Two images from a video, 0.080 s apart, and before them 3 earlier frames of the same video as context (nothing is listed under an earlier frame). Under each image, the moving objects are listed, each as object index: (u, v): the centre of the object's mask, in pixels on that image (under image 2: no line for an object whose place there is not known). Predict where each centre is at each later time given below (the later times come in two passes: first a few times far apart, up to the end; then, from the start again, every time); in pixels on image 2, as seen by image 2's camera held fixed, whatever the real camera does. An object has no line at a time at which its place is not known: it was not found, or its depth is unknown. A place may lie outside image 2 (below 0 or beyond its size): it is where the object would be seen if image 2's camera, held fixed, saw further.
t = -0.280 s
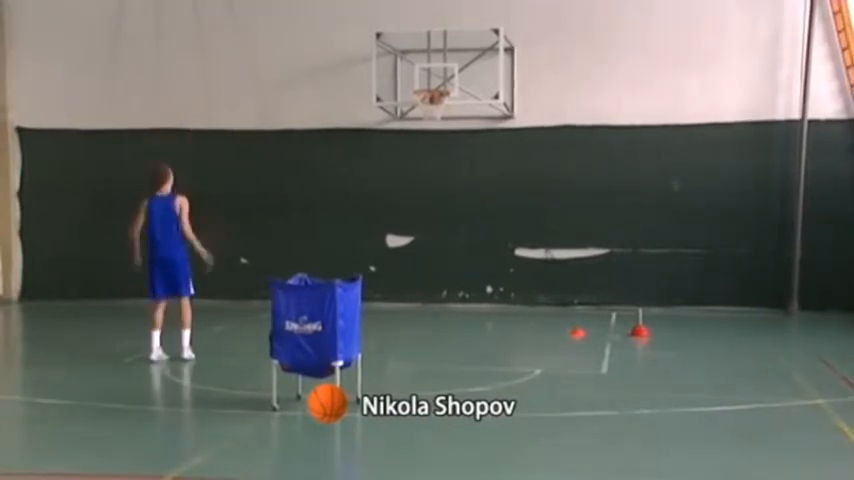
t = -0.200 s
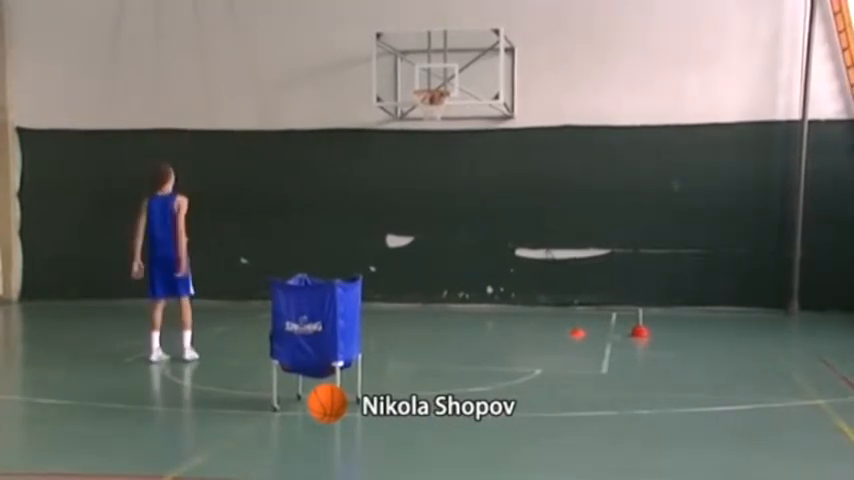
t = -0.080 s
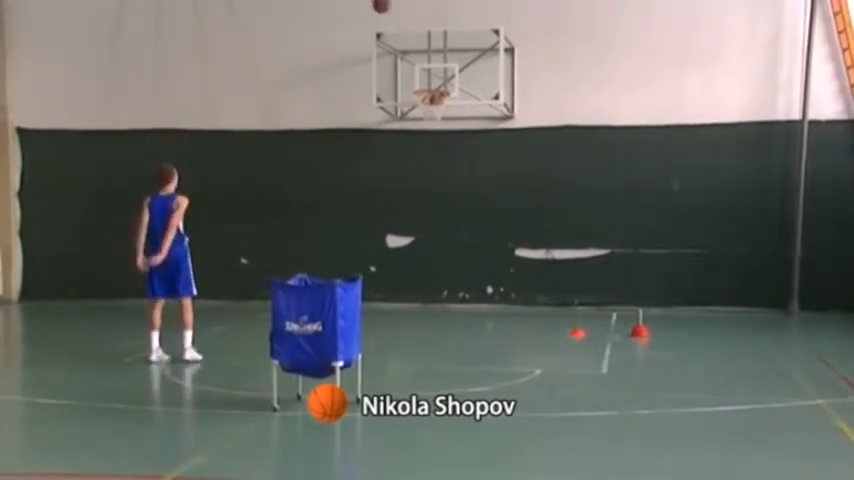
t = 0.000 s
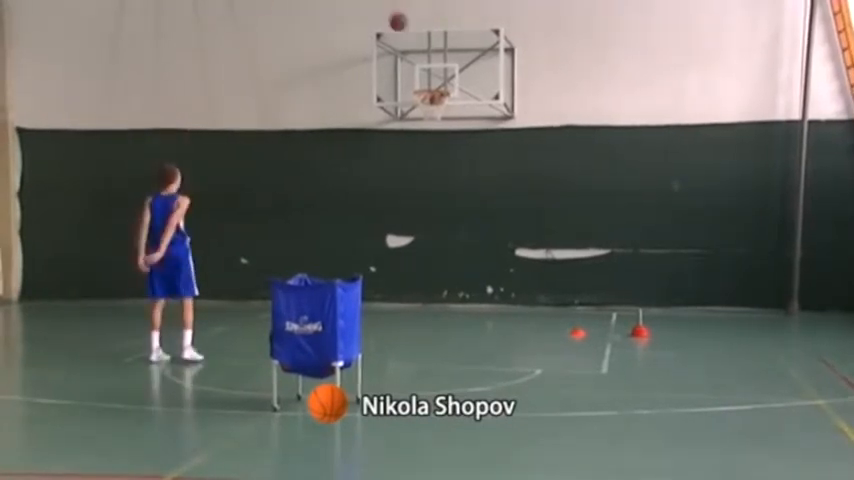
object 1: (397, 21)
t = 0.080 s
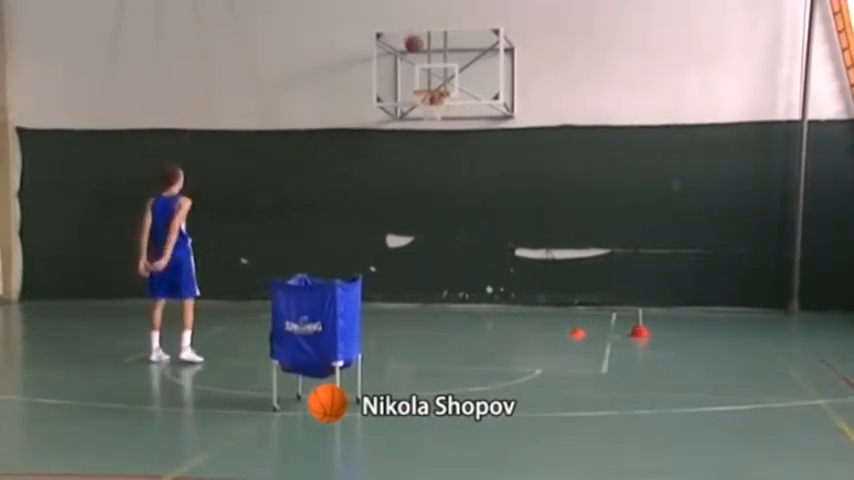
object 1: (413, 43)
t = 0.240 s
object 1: (433, 81)
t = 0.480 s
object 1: (404, 33)
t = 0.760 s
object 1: (365, 30)
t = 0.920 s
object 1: (340, 60)
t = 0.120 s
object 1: (420, 56)
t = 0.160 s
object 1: (429, 71)
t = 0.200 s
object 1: (434, 83)
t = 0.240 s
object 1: (433, 81)
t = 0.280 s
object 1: (430, 71)
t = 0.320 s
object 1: (425, 62)
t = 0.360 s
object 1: (419, 52)
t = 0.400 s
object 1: (414, 45)
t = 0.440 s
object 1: (409, 39)
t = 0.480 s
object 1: (404, 33)
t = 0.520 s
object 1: (398, 29)
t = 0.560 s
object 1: (393, 26)
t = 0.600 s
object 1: (387, 24)
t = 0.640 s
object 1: (382, 24)
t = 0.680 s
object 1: (377, 25)
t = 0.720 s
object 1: (371, 27)
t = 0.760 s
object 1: (365, 30)
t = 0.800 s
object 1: (359, 36)
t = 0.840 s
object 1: (353, 42)
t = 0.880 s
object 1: (347, 50)
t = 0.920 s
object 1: (340, 60)
